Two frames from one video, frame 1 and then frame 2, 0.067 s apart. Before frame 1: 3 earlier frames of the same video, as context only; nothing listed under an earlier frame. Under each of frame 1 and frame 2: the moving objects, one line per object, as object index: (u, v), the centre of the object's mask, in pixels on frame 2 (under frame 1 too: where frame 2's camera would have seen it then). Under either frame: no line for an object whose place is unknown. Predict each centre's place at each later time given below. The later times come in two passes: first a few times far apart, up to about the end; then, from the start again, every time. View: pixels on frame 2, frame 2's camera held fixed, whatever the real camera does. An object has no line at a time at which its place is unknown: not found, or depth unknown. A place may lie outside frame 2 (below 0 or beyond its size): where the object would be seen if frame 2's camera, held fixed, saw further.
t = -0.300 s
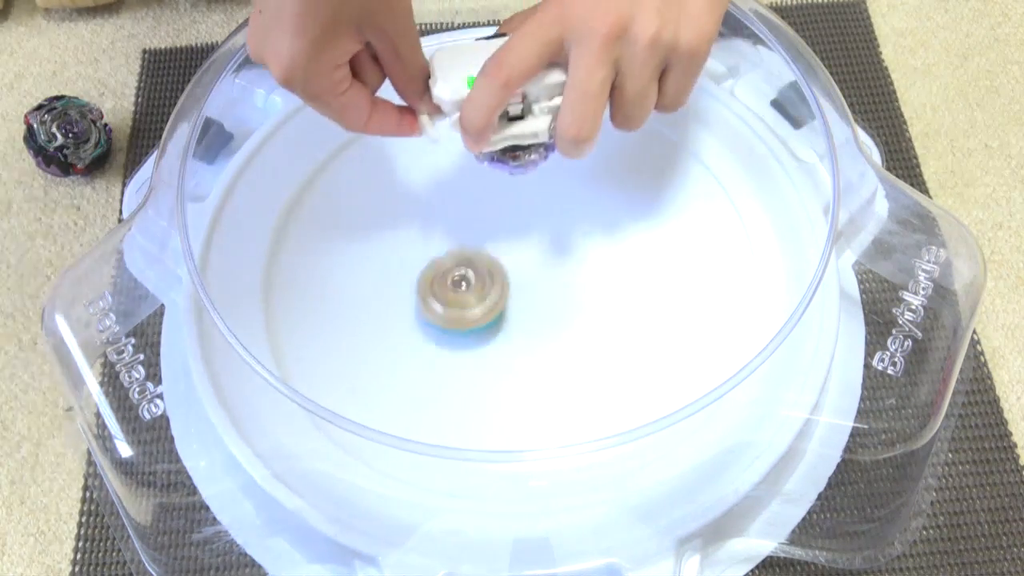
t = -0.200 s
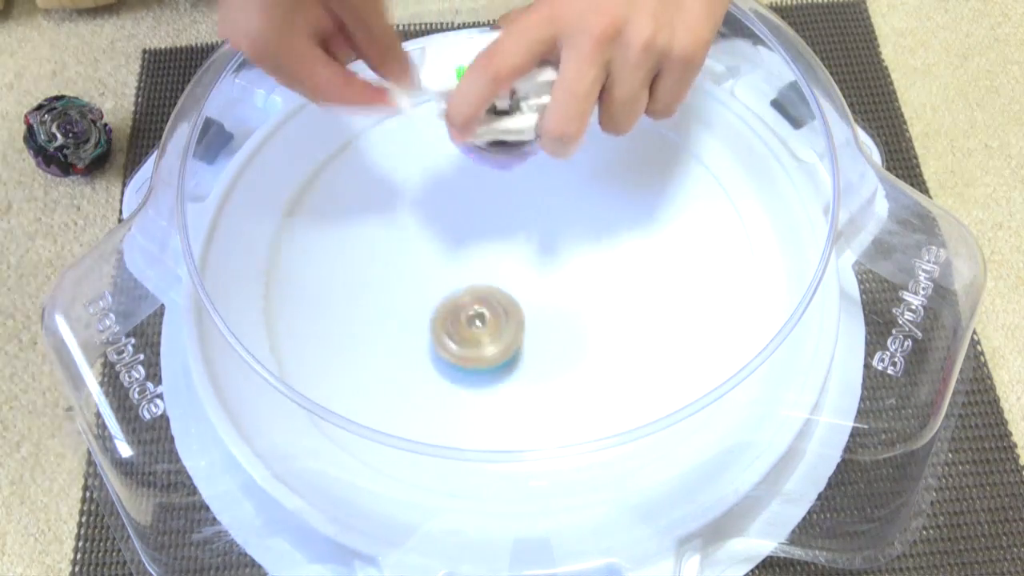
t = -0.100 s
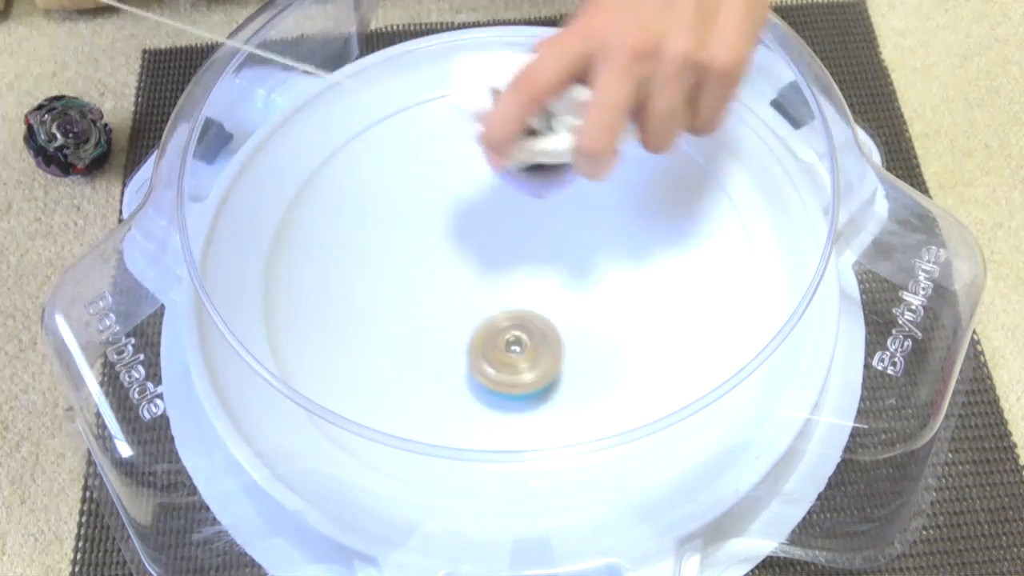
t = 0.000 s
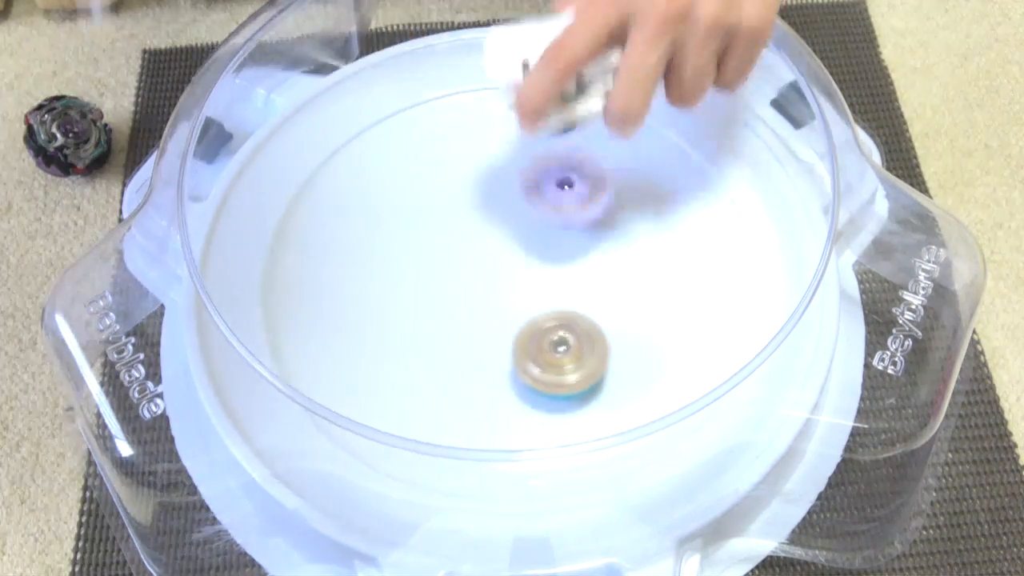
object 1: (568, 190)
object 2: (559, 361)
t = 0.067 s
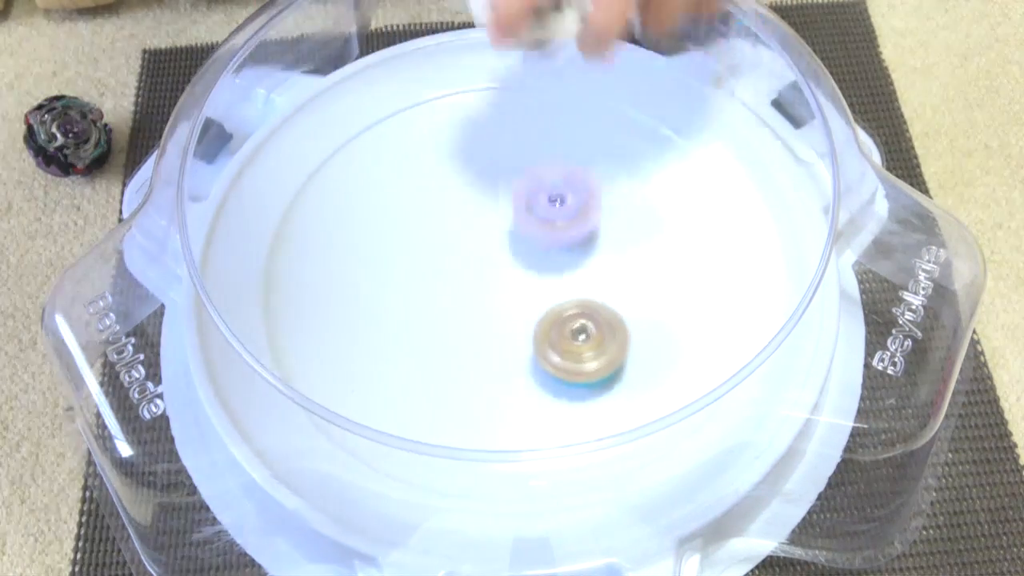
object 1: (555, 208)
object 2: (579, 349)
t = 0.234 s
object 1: (479, 262)
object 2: (590, 305)
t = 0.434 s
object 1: (393, 363)
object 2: (546, 281)
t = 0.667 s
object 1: (546, 416)
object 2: (489, 300)
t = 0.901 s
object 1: (689, 210)
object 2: (492, 310)
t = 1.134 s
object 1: (455, 84)
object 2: (500, 301)
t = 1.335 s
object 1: (316, 385)
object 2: (497, 290)
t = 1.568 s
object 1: (714, 164)
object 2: (485, 284)
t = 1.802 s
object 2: (491, 277)
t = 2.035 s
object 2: (493, 260)
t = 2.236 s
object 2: (493, 258)
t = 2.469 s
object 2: (481, 218)
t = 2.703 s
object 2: (435, 190)
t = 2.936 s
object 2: (432, 235)
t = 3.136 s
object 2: (488, 268)
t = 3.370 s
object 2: (499, 266)
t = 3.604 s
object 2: (467, 253)
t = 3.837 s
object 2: (462, 275)
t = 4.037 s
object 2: (453, 285)
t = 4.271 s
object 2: (449, 295)
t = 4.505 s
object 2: (490, 296)
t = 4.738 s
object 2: (490, 262)
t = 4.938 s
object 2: (480, 237)
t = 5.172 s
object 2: (481, 233)
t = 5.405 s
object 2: (495, 241)
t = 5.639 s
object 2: (532, 226)
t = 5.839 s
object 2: (547, 210)
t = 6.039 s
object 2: (548, 211)
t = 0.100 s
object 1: (546, 216)
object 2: (585, 341)
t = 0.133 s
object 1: (533, 228)
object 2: (589, 332)
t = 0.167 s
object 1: (517, 238)
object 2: (591, 323)
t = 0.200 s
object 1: (498, 249)
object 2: (592, 314)
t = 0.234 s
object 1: (479, 262)
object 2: (590, 305)
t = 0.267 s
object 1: (459, 275)
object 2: (585, 298)
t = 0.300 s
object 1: (439, 291)
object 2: (579, 292)
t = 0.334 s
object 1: (421, 307)
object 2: (572, 288)
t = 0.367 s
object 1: (406, 327)
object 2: (564, 285)
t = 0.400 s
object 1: (397, 345)
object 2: (555, 283)
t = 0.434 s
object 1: (393, 363)
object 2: (546, 281)
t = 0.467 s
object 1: (396, 383)
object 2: (535, 281)
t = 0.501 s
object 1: (407, 396)
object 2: (524, 282)
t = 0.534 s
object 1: (425, 408)
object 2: (515, 284)
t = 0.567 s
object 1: (447, 421)
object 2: (506, 287)
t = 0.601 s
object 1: (476, 427)
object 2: (499, 291)
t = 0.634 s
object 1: (508, 423)
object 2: (493, 295)
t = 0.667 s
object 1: (546, 416)
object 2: (489, 300)
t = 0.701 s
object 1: (584, 406)
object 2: (485, 305)
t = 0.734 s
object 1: (617, 389)
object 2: (484, 310)
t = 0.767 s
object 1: (645, 362)
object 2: (485, 306)
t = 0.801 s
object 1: (667, 329)
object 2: (486, 308)
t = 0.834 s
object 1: (682, 294)
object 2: (488, 310)
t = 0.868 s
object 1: (690, 252)
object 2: (490, 311)
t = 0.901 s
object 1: (689, 210)
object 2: (492, 310)
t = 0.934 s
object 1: (678, 174)
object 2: (494, 311)
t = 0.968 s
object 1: (662, 137)
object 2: (495, 310)
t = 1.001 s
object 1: (640, 105)
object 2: (497, 309)
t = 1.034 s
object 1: (603, 81)
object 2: (498, 308)
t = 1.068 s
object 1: (560, 74)
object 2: (499, 306)
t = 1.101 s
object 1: (510, 76)
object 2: (500, 303)
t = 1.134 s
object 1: (455, 84)
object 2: (500, 301)
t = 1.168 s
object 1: (399, 96)
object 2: (500, 298)
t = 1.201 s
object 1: (347, 127)
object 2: (500, 296)
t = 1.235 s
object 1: (309, 180)
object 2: (499, 299)
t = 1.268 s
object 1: (281, 245)
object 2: (499, 297)
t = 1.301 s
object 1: (278, 312)
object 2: (498, 294)
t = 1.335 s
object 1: (316, 385)
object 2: (497, 290)
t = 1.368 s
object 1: (385, 436)
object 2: (495, 288)
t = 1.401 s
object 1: (489, 467)
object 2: (493, 287)
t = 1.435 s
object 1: (590, 456)
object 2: (490, 287)
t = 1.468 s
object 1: (676, 406)
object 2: (489, 286)
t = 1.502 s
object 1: (728, 335)
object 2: (488, 285)
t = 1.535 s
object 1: (742, 247)
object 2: (487, 284)
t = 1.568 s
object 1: (714, 164)
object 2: (485, 284)
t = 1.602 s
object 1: (636, 91)
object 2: (485, 284)
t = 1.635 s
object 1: (555, 31)
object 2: (485, 283)
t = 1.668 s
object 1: (472, 11)
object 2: (485, 283)
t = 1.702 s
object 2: (487, 282)
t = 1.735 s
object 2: (487, 281)
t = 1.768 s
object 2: (488, 280)
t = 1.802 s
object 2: (491, 277)
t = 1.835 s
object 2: (492, 274)
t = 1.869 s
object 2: (493, 271)
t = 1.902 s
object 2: (493, 269)
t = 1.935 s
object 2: (493, 266)
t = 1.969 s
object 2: (493, 264)
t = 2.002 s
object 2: (493, 262)
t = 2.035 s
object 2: (493, 260)
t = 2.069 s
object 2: (493, 259)
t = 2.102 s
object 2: (493, 258)
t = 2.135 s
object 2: (492, 257)
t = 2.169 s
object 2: (492, 257)
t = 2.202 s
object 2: (492, 258)
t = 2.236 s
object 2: (493, 258)
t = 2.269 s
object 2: (493, 259)
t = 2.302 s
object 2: (494, 260)
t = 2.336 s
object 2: (495, 262)
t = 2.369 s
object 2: (495, 261)
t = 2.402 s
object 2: (492, 252)
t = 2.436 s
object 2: (487, 235)
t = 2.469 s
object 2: (481, 218)
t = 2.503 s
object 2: (476, 206)
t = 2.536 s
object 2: (470, 199)
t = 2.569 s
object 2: (463, 196)
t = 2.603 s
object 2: (455, 194)
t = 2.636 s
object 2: (448, 195)
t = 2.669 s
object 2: (441, 196)
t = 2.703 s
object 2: (435, 190)
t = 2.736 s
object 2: (430, 194)
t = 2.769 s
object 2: (426, 199)
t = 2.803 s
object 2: (424, 205)
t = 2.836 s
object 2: (423, 212)
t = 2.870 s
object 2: (424, 219)
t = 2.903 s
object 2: (427, 227)
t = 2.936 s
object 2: (432, 235)
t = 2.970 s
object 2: (438, 242)
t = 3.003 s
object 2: (446, 249)
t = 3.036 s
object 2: (455, 256)
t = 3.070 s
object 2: (465, 261)
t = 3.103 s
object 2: (476, 265)
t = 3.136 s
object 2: (488, 268)
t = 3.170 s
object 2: (499, 270)
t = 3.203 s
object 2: (504, 269)
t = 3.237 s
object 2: (496, 267)
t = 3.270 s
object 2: (493, 265)
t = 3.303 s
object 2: (493, 265)
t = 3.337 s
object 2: (495, 265)
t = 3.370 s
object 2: (499, 266)
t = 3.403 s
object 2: (503, 268)
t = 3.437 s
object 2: (508, 269)
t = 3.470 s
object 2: (512, 269)
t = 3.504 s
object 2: (499, 264)
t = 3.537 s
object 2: (485, 258)
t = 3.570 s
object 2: (474, 254)
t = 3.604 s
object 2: (467, 253)
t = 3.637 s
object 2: (463, 254)
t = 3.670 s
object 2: (459, 257)
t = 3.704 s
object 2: (458, 260)
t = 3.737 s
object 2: (458, 264)
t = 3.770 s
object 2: (459, 268)
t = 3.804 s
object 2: (460, 272)
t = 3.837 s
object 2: (462, 275)
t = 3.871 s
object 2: (465, 278)
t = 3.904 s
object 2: (468, 282)
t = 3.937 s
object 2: (472, 284)
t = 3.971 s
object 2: (476, 286)
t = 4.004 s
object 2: (469, 286)
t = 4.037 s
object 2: (453, 285)
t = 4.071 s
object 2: (443, 283)
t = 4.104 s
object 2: (438, 284)
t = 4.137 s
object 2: (437, 285)
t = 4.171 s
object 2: (438, 288)
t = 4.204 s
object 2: (441, 291)
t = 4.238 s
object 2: (445, 293)
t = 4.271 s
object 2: (449, 295)
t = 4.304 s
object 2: (454, 298)
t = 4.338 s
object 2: (460, 299)
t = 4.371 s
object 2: (466, 300)
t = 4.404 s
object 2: (472, 301)
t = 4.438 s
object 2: (478, 301)
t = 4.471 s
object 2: (484, 298)
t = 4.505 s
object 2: (490, 296)
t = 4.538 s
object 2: (488, 291)
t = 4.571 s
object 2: (487, 283)
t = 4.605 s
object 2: (487, 277)
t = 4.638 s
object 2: (488, 272)
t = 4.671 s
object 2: (489, 268)
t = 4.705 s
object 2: (489, 265)
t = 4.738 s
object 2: (490, 262)
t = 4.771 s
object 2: (490, 259)
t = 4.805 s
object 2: (488, 254)
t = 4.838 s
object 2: (485, 248)
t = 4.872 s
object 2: (483, 244)
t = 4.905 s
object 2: (481, 240)
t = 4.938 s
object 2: (480, 237)
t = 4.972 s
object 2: (479, 235)
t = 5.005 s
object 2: (479, 234)
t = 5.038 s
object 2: (479, 233)
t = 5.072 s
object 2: (479, 232)
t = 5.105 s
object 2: (479, 232)
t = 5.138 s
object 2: (480, 232)
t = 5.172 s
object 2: (481, 233)
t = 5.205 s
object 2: (482, 233)
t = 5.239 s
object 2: (483, 234)
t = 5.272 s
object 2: (485, 235)
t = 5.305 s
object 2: (487, 237)
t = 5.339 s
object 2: (490, 238)
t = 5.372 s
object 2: (492, 240)
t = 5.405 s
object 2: (495, 241)
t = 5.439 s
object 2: (498, 243)
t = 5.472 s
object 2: (501, 244)
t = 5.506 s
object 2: (505, 245)
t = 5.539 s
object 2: (510, 246)
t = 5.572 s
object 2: (519, 237)
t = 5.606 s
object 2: (527, 231)
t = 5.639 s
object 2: (532, 226)
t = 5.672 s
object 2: (536, 223)
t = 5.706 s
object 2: (539, 220)
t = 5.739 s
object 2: (542, 216)
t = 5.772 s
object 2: (544, 213)
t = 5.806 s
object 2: (545, 212)
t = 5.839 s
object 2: (547, 210)
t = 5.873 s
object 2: (548, 209)
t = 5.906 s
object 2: (548, 209)
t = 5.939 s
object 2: (548, 209)
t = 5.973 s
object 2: (549, 210)
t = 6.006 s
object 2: (549, 211)
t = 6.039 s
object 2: (548, 211)
